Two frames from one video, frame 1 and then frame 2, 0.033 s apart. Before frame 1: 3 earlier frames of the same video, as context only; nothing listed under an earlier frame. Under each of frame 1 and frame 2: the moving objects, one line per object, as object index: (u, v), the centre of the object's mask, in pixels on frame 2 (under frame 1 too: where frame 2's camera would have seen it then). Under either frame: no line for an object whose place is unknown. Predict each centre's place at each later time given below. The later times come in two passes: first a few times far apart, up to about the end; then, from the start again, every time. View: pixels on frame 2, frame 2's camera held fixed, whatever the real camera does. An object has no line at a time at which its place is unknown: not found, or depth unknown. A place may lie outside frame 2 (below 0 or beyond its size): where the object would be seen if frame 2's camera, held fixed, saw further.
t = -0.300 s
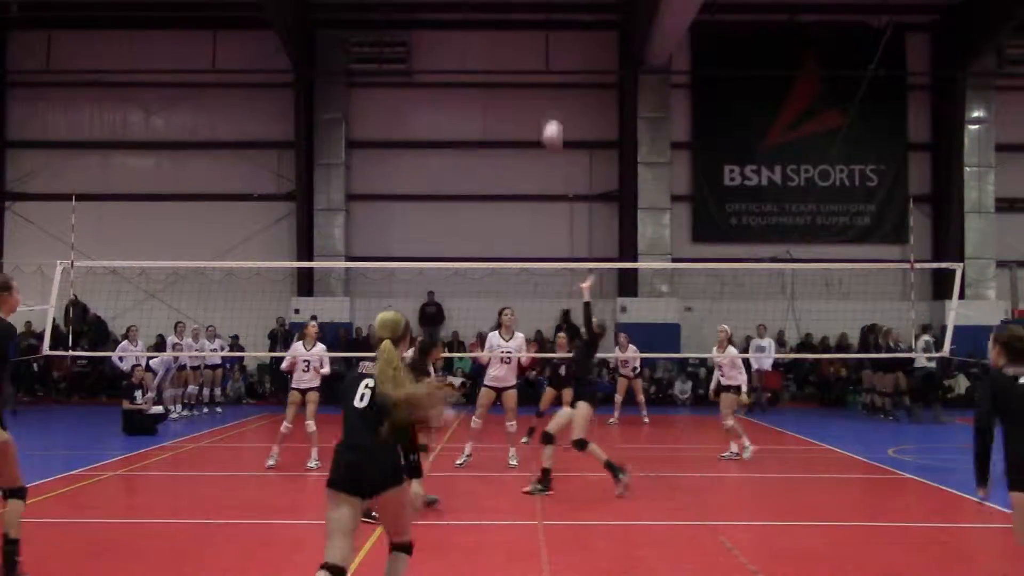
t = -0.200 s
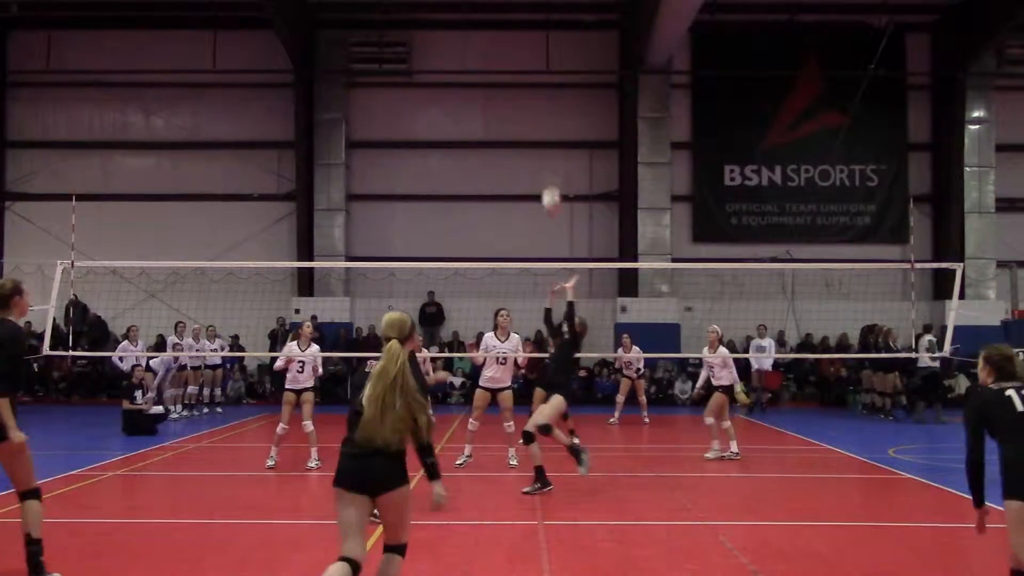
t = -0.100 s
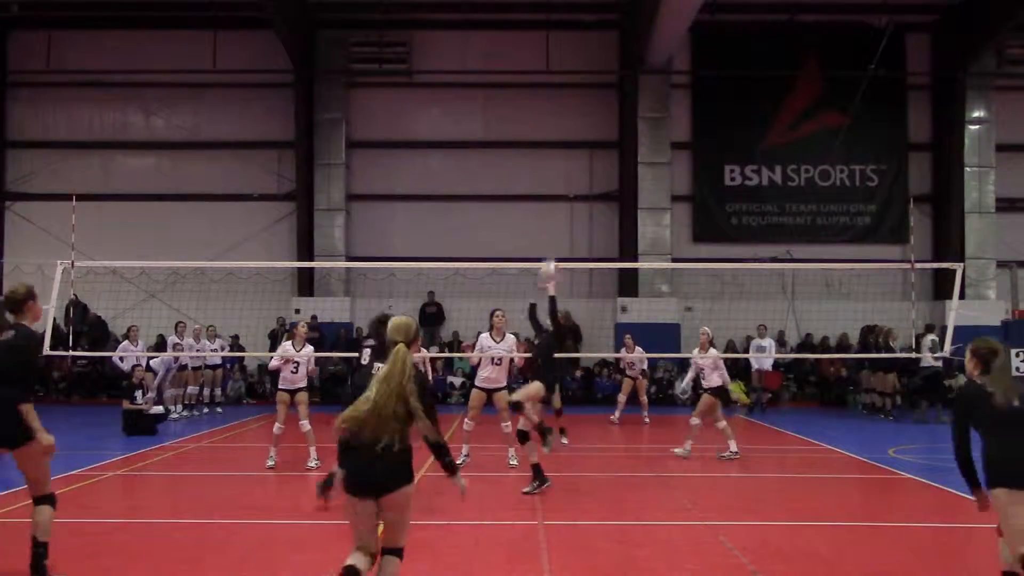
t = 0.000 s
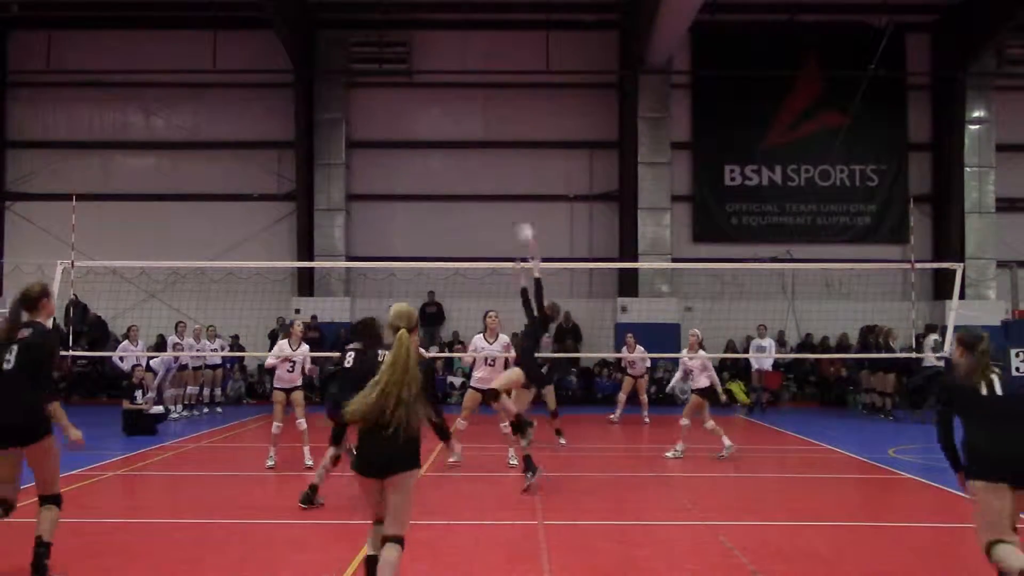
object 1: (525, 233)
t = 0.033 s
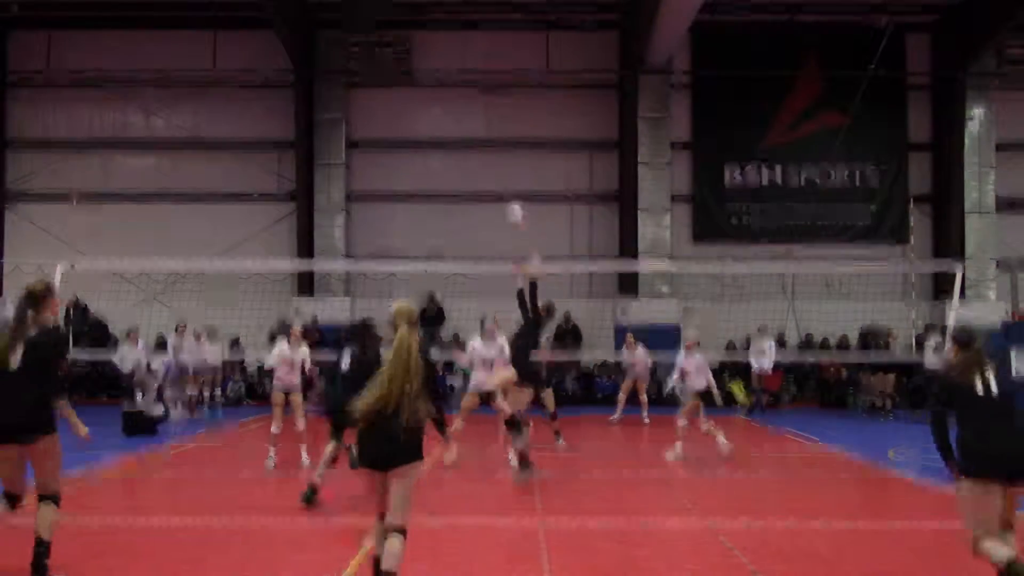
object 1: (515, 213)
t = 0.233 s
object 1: (455, 112)
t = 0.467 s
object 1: (388, 48)
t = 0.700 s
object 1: (324, 35)
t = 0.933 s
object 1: (261, 72)
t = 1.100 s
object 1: (219, 126)
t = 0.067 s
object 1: (505, 192)
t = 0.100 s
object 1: (495, 174)
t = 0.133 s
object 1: (485, 158)
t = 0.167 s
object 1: (475, 142)
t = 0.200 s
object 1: (464, 126)
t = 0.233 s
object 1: (455, 112)
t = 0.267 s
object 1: (445, 100)
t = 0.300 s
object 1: (436, 89)
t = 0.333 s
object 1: (426, 79)
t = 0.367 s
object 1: (416, 70)
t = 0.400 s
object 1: (407, 61)
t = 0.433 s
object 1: (398, 54)
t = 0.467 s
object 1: (388, 48)
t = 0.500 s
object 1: (379, 42)
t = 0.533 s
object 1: (370, 38)
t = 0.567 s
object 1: (361, 35)
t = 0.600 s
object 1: (352, 34)
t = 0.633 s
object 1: (342, 34)
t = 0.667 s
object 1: (333, 34)
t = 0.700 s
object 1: (324, 35)
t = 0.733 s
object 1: (314, 37)
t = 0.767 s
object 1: (306, 40)
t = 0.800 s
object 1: (297, 45)
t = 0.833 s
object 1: (288, 50)
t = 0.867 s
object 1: (279, 57)
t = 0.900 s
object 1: (271, 64)
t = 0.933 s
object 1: (261, 72)
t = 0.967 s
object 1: (253, 81)
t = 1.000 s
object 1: (244, 91)
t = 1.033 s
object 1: (235, 103)
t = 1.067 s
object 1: (227, 114)
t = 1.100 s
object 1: (219, 126)
